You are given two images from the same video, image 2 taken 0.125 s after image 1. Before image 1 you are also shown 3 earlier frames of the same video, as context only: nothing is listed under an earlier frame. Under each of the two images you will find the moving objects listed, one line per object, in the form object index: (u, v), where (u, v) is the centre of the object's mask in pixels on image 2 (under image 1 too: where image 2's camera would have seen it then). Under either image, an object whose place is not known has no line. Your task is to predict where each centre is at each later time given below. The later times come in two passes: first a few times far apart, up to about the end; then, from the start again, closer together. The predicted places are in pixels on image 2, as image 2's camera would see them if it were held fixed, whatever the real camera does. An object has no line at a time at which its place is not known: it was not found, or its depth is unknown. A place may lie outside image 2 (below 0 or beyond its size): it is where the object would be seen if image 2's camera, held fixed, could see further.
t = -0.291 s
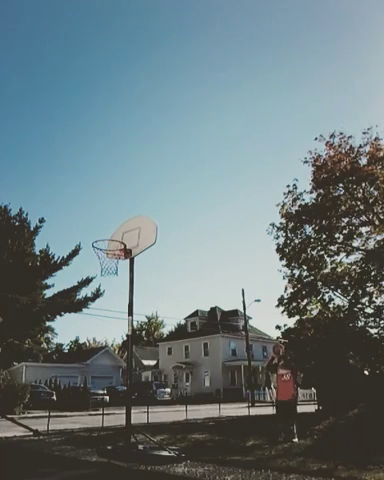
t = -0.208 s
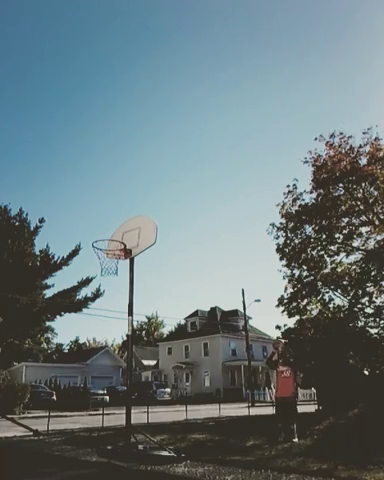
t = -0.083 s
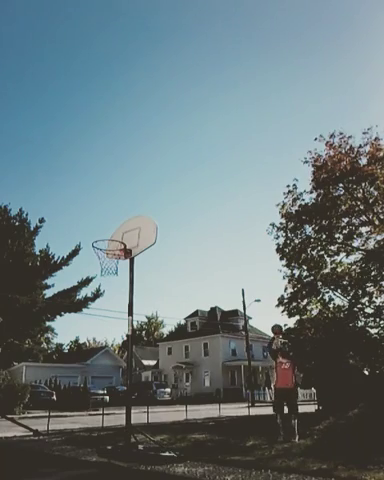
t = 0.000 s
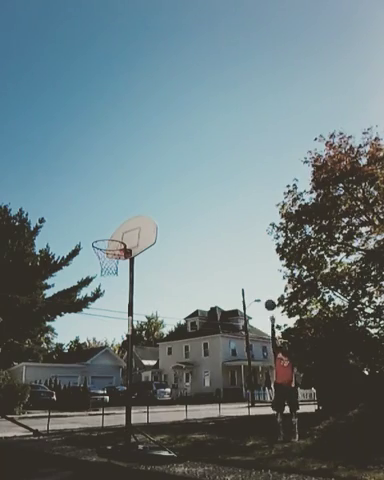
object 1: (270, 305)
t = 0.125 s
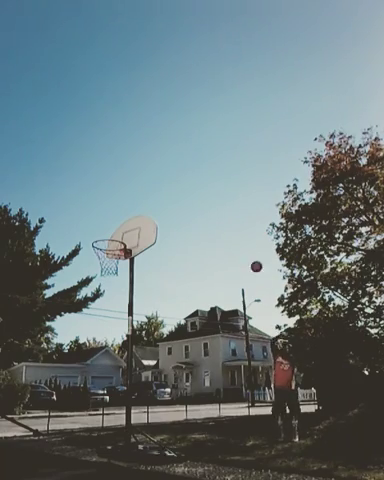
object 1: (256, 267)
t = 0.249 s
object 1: (242, 235)
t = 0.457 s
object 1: (219, 196)
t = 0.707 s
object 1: (191, 173)
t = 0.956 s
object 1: (159, 176)
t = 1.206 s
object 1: (121, 215)
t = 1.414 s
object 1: (93, 267)
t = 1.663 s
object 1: (91, 328)
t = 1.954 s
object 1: (87, 450)
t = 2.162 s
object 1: (120, 356)
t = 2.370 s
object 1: (150, 306)
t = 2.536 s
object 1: (170, 292)
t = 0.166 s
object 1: (251, 255)
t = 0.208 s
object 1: (247, 245)
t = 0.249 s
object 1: (242, 235)
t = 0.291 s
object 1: (238, 226)
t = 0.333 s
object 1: (233, 218)
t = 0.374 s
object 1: (229, 210)
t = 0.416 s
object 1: (224, 203)
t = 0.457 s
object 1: (219, 196)
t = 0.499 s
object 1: (215, 191)
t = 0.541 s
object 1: (211, 185)
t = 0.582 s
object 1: (206, 181)
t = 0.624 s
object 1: (201, 178)
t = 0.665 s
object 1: (196, 175)
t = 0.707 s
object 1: (191, 173)
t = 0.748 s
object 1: (186, 171)
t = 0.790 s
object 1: (181, 171)
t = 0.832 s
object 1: (176, 171)
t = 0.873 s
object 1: (170, 172)
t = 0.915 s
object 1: (165, 174)
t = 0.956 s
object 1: (159, 176)
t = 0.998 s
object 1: (153, 180)
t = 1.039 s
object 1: (147, 185)
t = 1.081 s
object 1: (141, 191)
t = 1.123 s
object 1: (134, 198)
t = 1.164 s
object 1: (128, 206)
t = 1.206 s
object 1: (121, 215)
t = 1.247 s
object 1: (114, 226)
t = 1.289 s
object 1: (106, 238)
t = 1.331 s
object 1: (98, 252)
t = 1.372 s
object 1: (93, 261)
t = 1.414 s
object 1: (93, 267)
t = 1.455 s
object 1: (93, 274)
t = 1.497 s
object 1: (93, 282)
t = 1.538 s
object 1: (92, 290)
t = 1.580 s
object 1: (92, 302)
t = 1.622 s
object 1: (92, 315)
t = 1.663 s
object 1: (91, 328)
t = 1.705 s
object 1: (90, 343)
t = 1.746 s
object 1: (89, 361)
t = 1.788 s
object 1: (88, 380)
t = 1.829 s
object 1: (87, 402)
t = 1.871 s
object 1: (85, 425)
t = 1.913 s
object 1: (85, 451)
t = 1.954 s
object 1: (87, 450)
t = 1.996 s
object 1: (94, 426)
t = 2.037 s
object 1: (101, 406)
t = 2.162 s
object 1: (120, 356)
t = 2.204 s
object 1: (126, 342)
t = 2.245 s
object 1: (132, 330)
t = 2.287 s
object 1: (137, 321)
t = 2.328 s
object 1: (144, 313)
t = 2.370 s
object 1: (150, 306)
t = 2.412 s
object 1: (155, 300)
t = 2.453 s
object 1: (160, 296)
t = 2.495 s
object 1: (165, 293)
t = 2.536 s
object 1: (170, 292)
